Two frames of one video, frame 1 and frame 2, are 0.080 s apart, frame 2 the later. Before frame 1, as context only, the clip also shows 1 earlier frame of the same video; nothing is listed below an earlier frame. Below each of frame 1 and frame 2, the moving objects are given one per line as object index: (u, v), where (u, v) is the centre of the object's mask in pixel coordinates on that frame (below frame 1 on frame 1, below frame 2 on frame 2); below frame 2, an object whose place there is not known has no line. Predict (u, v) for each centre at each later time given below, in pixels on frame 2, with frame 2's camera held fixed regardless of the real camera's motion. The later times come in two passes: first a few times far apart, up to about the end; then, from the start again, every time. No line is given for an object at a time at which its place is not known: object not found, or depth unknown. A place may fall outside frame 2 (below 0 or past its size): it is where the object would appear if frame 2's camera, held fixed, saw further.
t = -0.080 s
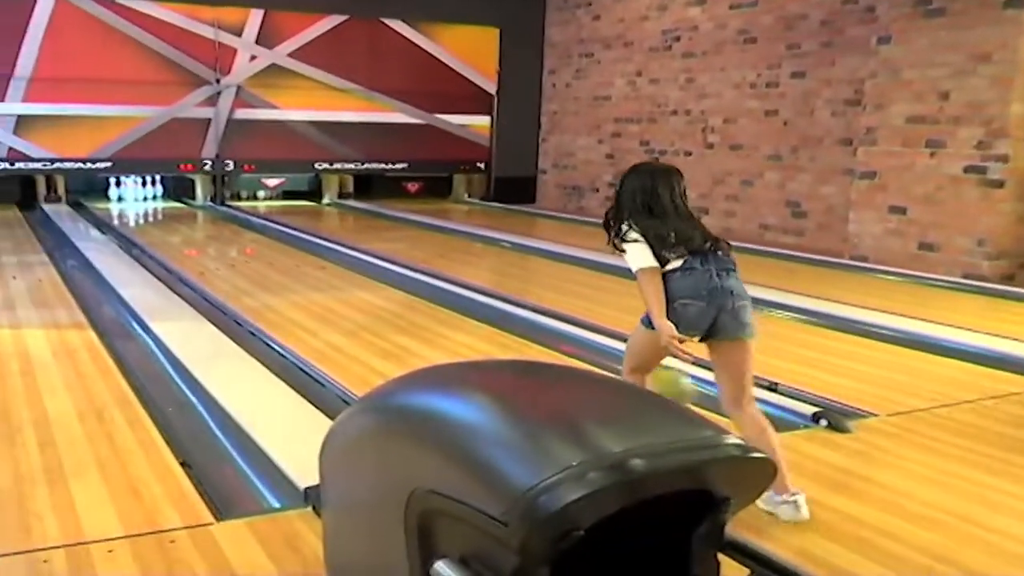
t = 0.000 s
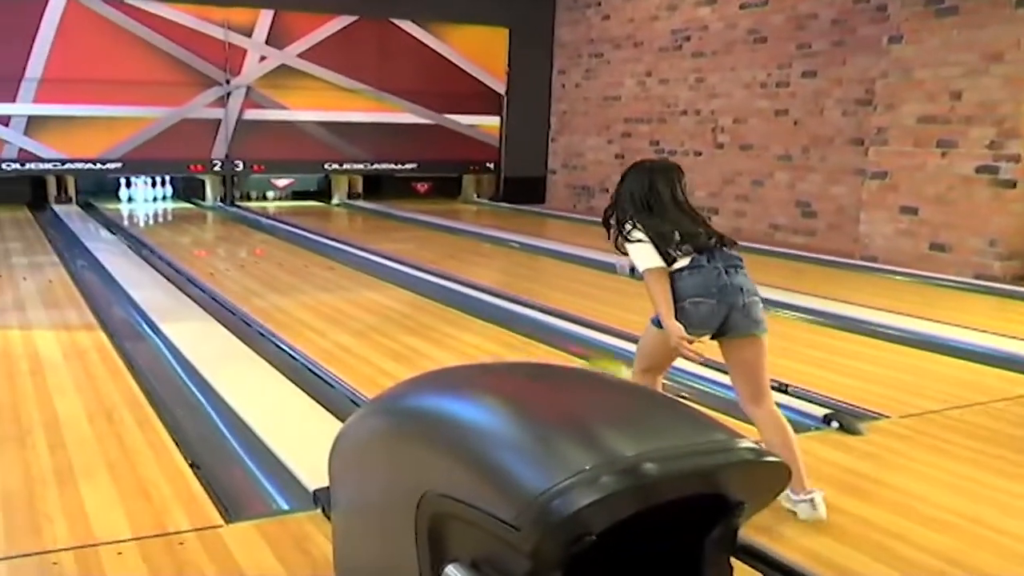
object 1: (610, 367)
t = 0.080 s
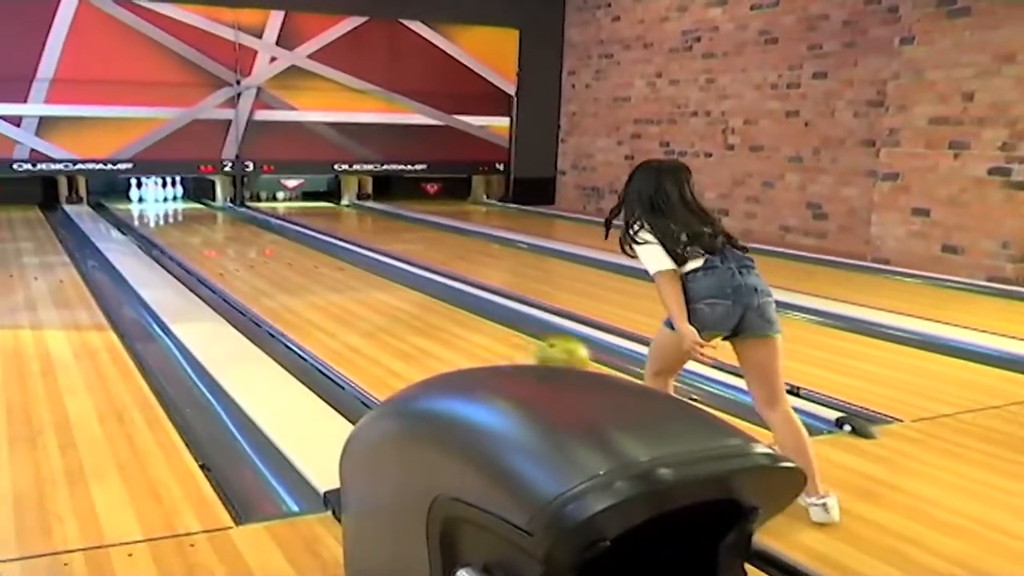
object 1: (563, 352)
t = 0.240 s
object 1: (479, 329)
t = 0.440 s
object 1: (405, 298)
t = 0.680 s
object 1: (343, 272)
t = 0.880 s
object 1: (306, 258)
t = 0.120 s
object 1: (539, 349)
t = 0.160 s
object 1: (516, 344)
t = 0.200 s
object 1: (498, 336)
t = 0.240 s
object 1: (479, 329)
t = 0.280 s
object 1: (461, 323)
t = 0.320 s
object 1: (446, 317)
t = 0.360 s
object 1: (432, 310)
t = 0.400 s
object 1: (418, 304)
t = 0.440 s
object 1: (405, 298)
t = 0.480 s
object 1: (392, 293)
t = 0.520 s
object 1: (382, 289)
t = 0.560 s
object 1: (371, 284)
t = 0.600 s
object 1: (362, 281)
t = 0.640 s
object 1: (352, 277)
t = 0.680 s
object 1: (343, 272)
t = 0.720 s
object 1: (334, 269)
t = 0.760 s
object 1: (328, 267)
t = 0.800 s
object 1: (319, 263)
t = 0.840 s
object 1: (313, 261)
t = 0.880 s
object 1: (306, 258)
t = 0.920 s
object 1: (299, 254)
